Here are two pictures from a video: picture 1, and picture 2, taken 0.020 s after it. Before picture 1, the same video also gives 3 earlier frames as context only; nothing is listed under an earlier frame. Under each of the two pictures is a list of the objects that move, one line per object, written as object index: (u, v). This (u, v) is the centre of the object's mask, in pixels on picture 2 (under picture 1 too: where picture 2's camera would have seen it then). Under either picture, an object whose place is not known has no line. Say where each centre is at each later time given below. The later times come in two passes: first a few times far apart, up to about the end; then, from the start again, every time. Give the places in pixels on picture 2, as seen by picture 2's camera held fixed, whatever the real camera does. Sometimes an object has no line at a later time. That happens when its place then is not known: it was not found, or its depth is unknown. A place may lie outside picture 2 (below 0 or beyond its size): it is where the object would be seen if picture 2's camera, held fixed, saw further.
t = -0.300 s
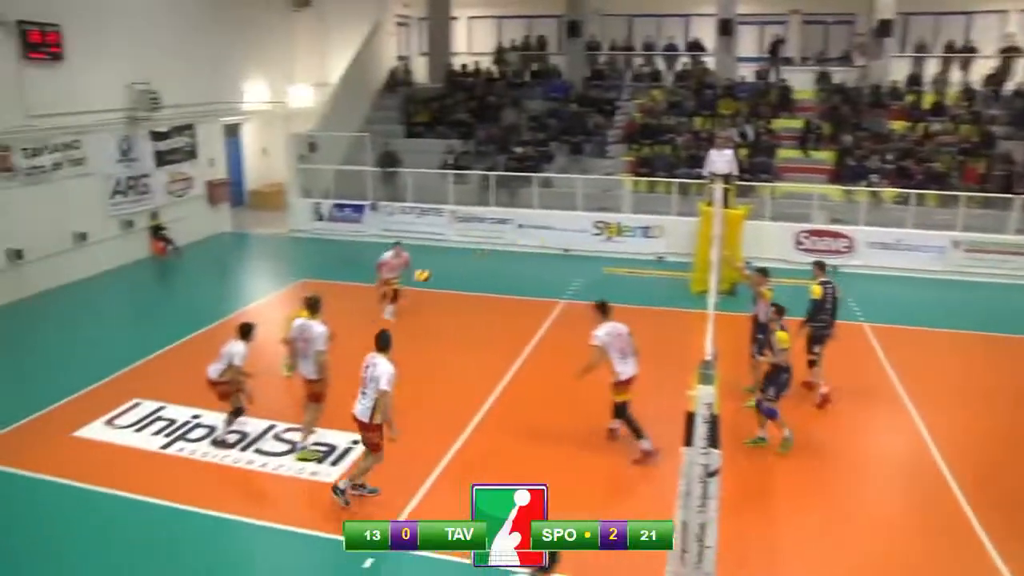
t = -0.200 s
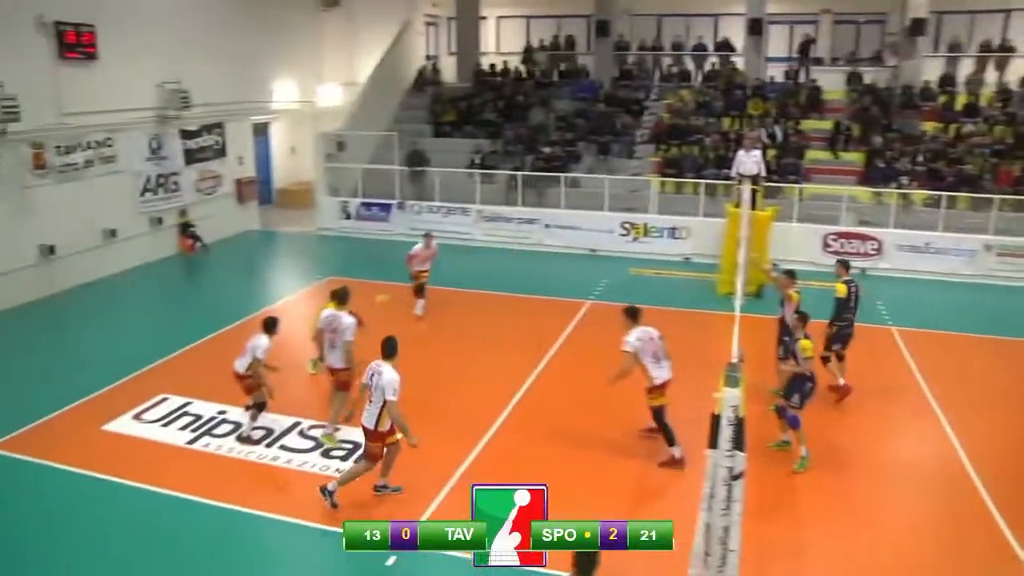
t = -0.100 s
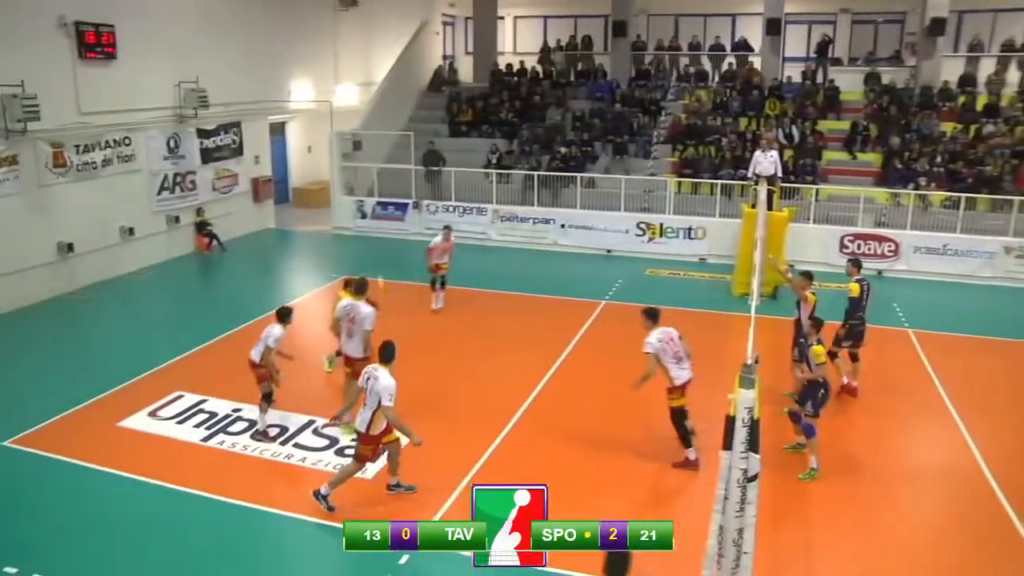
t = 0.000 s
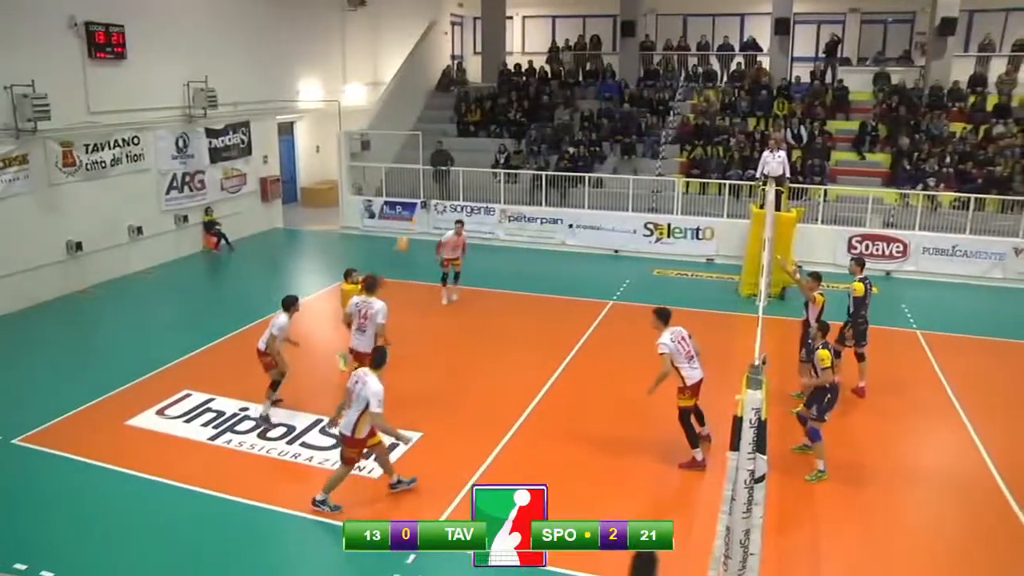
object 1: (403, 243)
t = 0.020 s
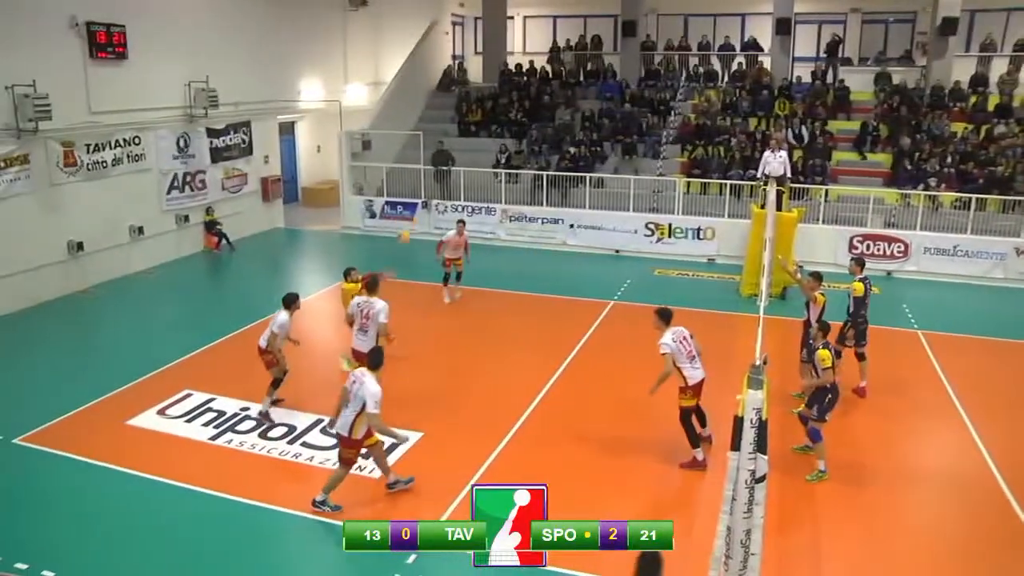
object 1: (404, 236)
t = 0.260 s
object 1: (435, 162)
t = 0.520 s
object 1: (472, 124)
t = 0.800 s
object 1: (516, 134)
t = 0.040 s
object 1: (408, 226)
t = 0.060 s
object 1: (410, 221)
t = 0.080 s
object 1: (413, 214)
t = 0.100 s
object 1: (414, 207)
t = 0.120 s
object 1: (417, 201)
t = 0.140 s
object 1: (419, 194)
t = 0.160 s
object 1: (421, 189)
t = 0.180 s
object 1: (423, 184)
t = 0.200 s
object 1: (426, 178)
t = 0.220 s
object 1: (431, 172)
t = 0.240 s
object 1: (433, 167)
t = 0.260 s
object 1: (435, 162)
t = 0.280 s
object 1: (437, 159)
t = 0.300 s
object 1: (440, 155)
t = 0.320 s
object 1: (443, 150)
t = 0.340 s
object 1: (446, 146)
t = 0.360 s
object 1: (449, 143)
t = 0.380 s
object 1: (452, 139)
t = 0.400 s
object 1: (455, 135)
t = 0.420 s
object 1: (457, 133)
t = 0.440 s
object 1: (460, 130)
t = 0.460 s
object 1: (463, 129)
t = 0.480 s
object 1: (466, 127)
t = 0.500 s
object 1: (469, 126)
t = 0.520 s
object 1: (472, 124)
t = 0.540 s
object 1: (475, 122)
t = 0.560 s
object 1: (477, 121)
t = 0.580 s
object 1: (481, 121)
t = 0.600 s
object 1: (485, 121)
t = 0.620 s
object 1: (488, 121)
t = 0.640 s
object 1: (491, 121)
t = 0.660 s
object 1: (494, 122)
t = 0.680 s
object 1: (496, 123)
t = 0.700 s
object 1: (500, 124)
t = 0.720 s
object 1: (503, 126)
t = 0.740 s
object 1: (506, 128)
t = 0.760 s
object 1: (510, 130)
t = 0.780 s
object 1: (513, 132)
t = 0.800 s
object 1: (516, 134)
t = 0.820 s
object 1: (519, 137)
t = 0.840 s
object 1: (523, 141)
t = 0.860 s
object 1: (526, 145)
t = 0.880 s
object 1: (529, 149)
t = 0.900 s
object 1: (532, 153)
